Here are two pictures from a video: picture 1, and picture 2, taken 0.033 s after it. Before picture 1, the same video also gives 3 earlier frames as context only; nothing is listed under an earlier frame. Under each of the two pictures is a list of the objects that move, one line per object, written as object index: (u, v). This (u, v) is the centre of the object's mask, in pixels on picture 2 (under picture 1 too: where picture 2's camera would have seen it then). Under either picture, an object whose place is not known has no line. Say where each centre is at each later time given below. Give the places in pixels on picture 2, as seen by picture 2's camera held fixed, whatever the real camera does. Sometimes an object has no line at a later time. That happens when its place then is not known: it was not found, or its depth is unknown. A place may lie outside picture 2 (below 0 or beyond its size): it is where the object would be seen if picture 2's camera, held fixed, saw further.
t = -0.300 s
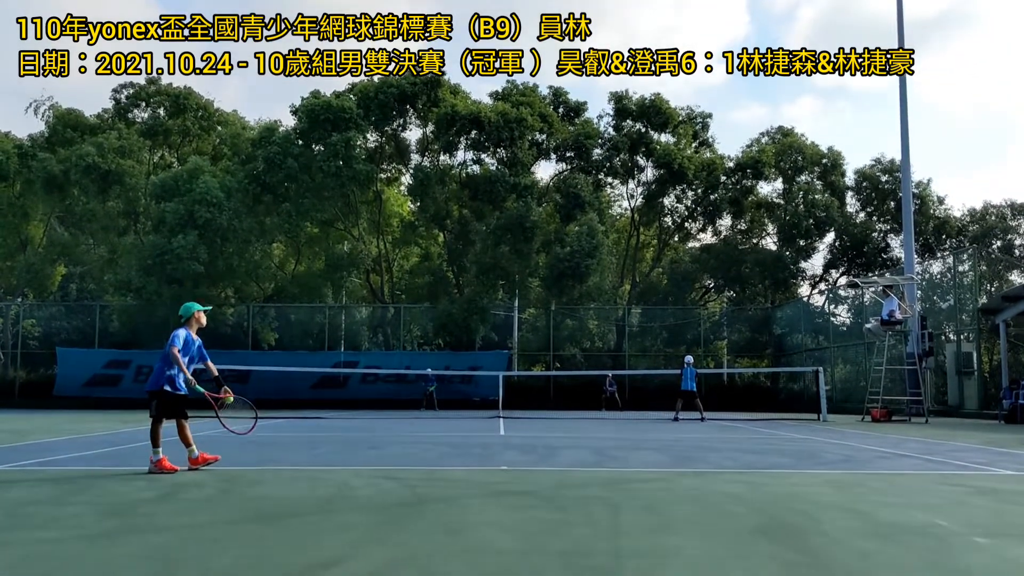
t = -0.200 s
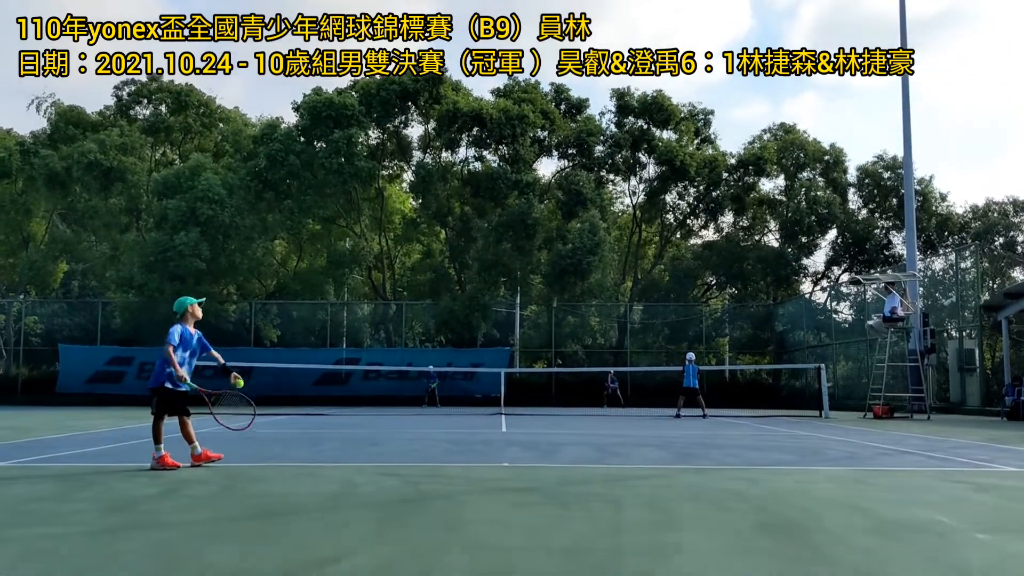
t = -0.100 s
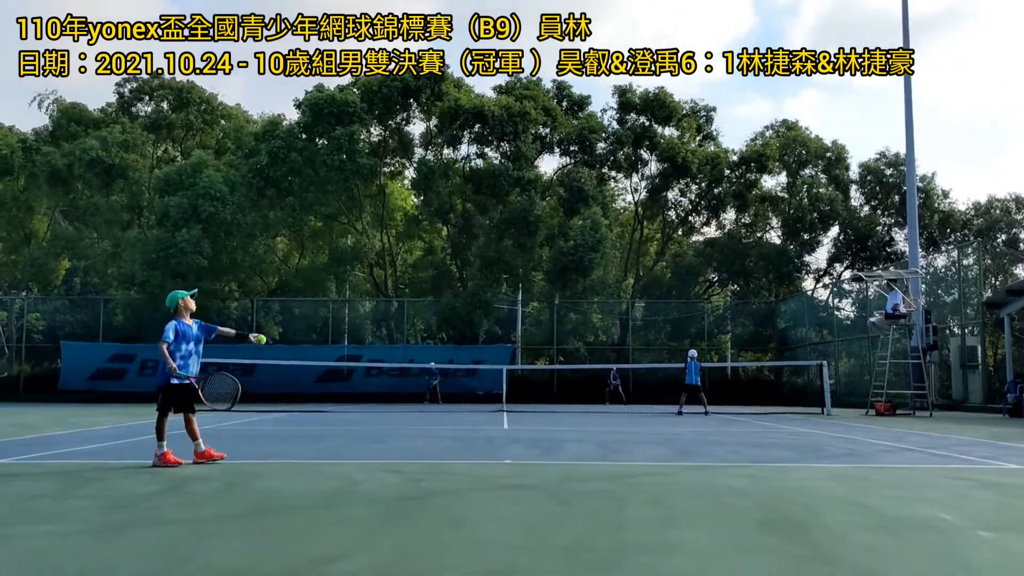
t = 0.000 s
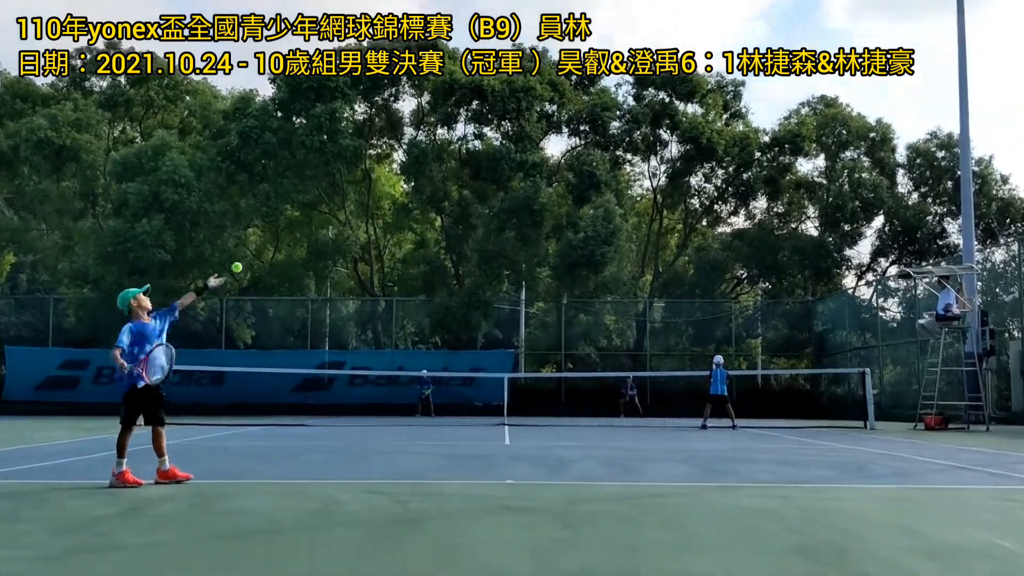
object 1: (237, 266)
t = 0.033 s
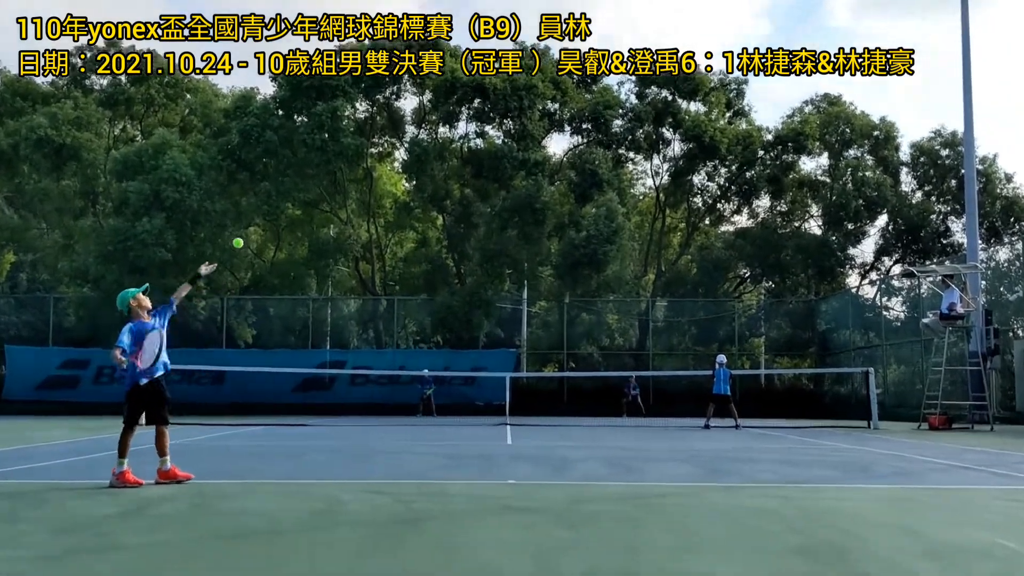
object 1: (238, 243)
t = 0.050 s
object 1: (238, 232)
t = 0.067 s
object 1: (238, 221)
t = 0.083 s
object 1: (238, 211)
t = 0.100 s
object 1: (237, 201)
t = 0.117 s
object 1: (238, 192)
